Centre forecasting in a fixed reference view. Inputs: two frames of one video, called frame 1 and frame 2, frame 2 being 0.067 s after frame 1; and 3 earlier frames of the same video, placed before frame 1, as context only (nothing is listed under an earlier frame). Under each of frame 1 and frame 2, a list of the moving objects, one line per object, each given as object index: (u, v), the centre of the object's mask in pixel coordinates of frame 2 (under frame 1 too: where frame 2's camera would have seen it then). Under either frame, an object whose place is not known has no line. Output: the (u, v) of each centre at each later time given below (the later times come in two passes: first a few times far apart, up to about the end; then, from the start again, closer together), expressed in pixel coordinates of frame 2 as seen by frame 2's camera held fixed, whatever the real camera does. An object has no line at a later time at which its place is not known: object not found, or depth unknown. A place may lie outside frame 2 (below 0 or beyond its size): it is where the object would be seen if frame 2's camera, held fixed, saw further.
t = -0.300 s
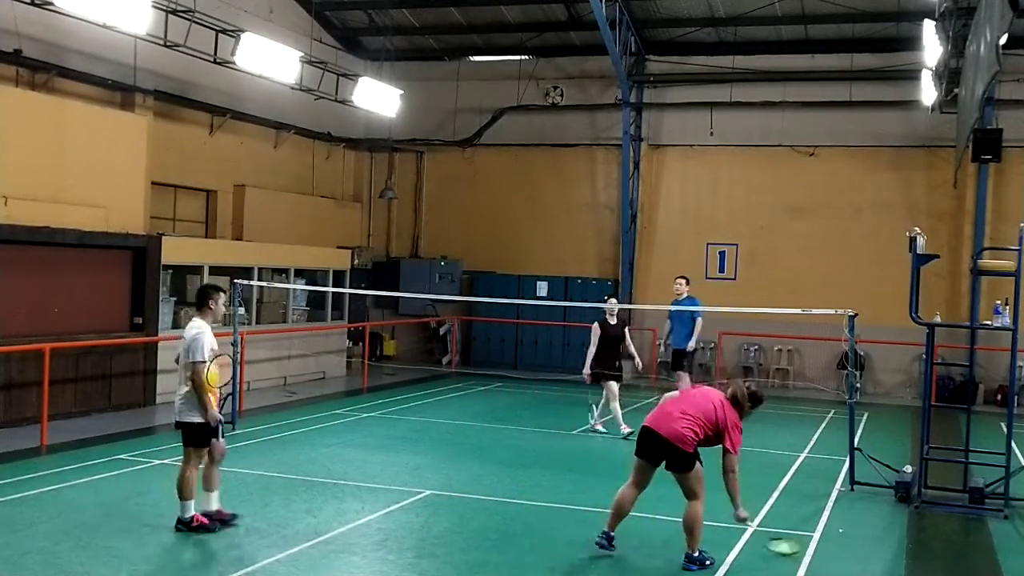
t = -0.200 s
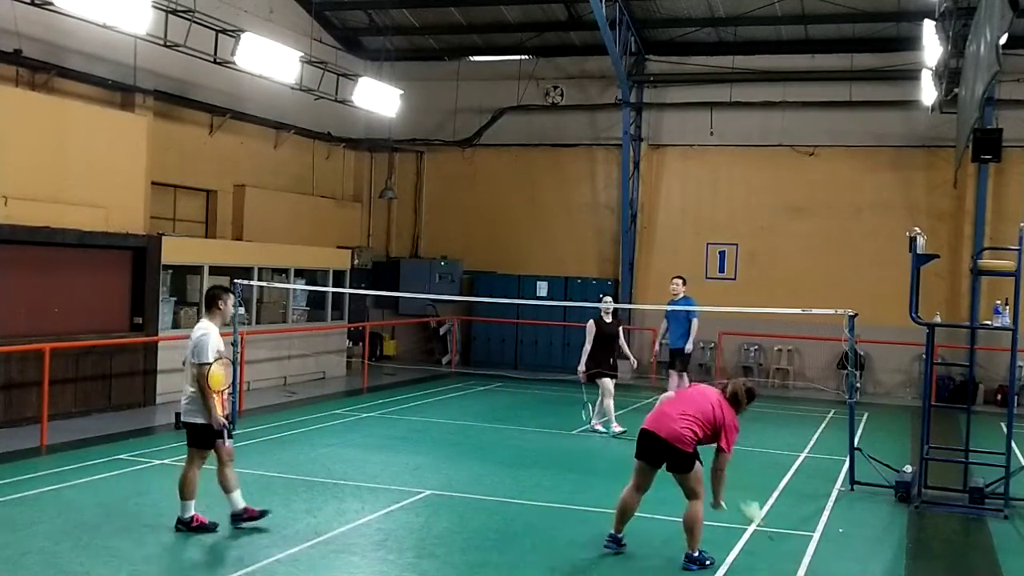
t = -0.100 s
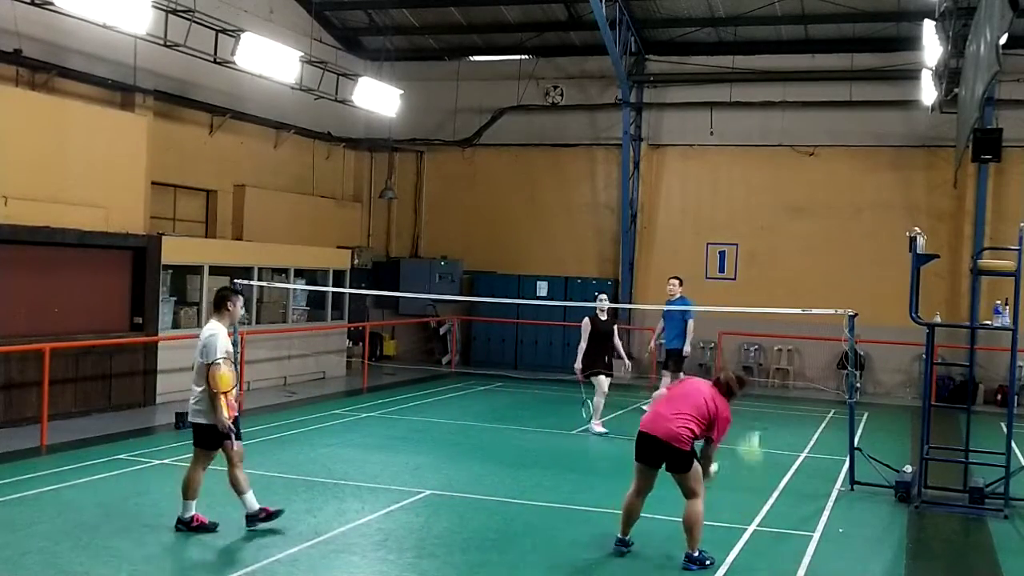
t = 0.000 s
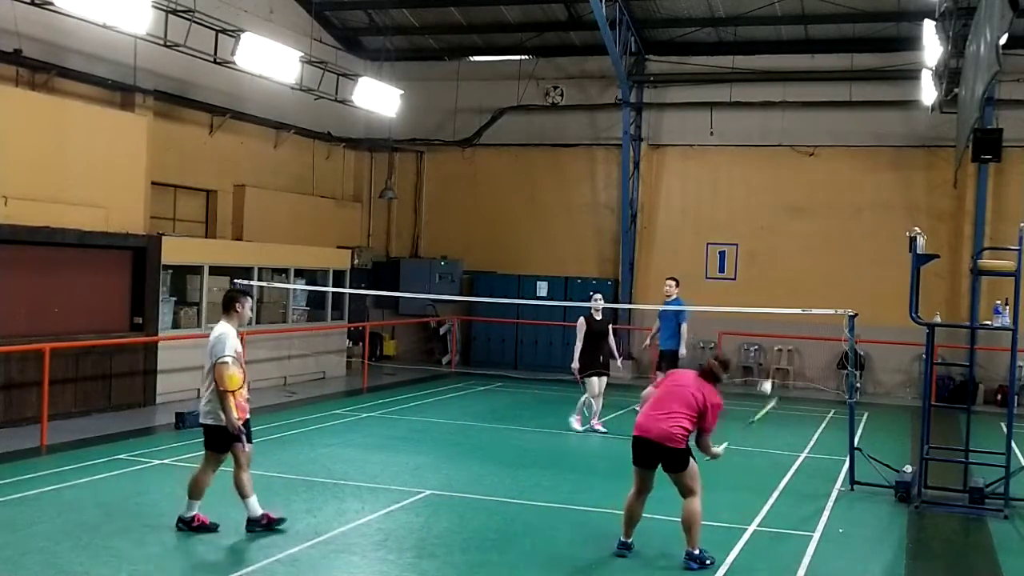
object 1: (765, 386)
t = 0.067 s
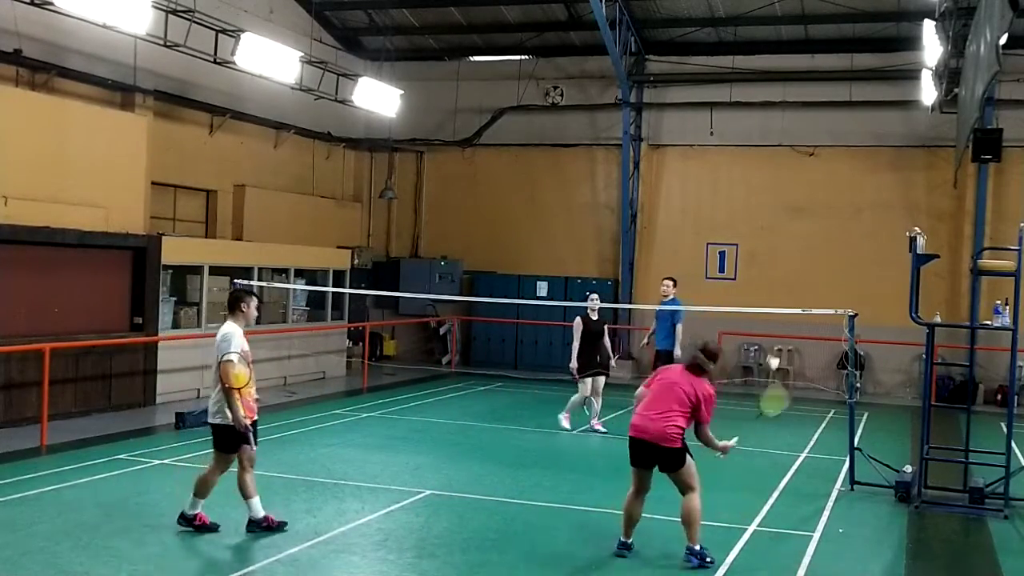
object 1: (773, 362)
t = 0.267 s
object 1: (790, 323)
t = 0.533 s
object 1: (820, 358)
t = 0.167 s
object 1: (781, 337)
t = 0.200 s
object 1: (784, 331)
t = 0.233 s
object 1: (786, 326)
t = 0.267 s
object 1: (790, 323)
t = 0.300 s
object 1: (793, 321)
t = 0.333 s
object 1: (797, 321)
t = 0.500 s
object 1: (817, 347)
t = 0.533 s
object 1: (820, 358)
